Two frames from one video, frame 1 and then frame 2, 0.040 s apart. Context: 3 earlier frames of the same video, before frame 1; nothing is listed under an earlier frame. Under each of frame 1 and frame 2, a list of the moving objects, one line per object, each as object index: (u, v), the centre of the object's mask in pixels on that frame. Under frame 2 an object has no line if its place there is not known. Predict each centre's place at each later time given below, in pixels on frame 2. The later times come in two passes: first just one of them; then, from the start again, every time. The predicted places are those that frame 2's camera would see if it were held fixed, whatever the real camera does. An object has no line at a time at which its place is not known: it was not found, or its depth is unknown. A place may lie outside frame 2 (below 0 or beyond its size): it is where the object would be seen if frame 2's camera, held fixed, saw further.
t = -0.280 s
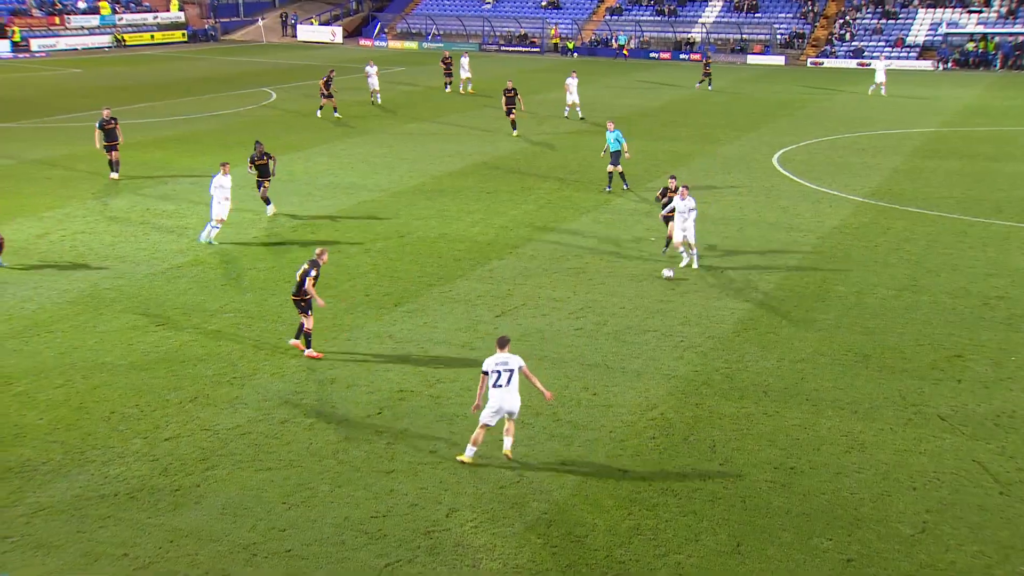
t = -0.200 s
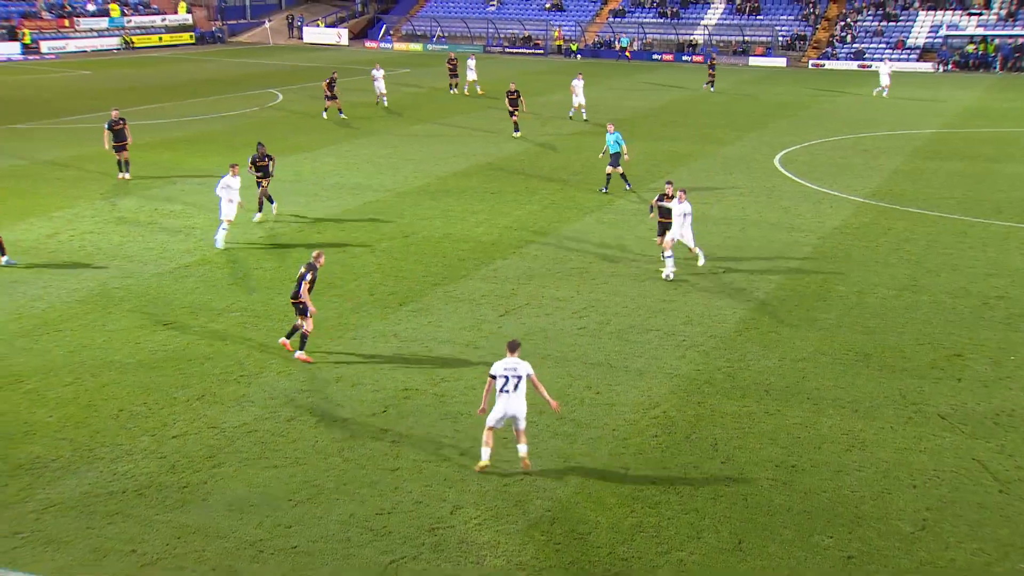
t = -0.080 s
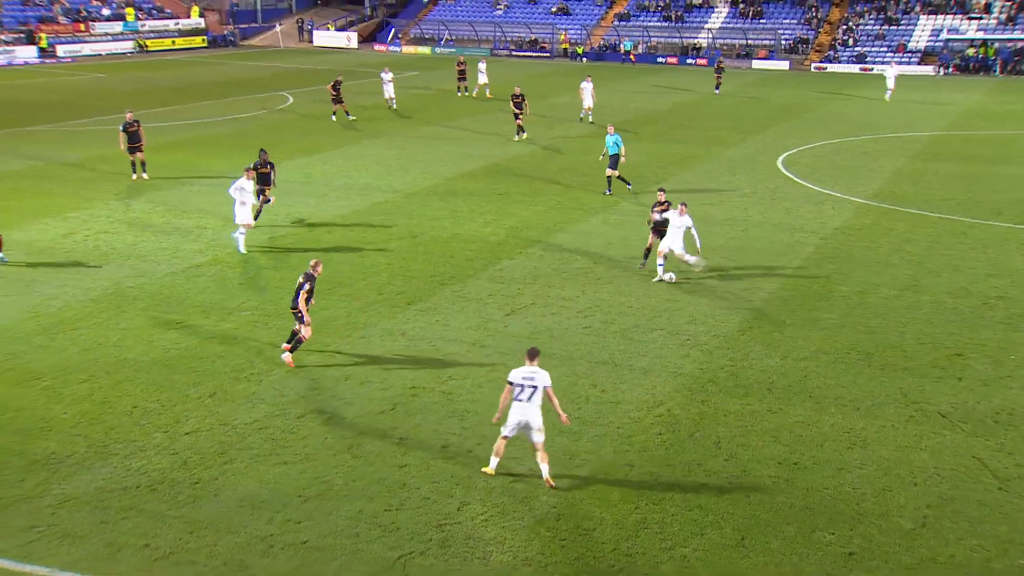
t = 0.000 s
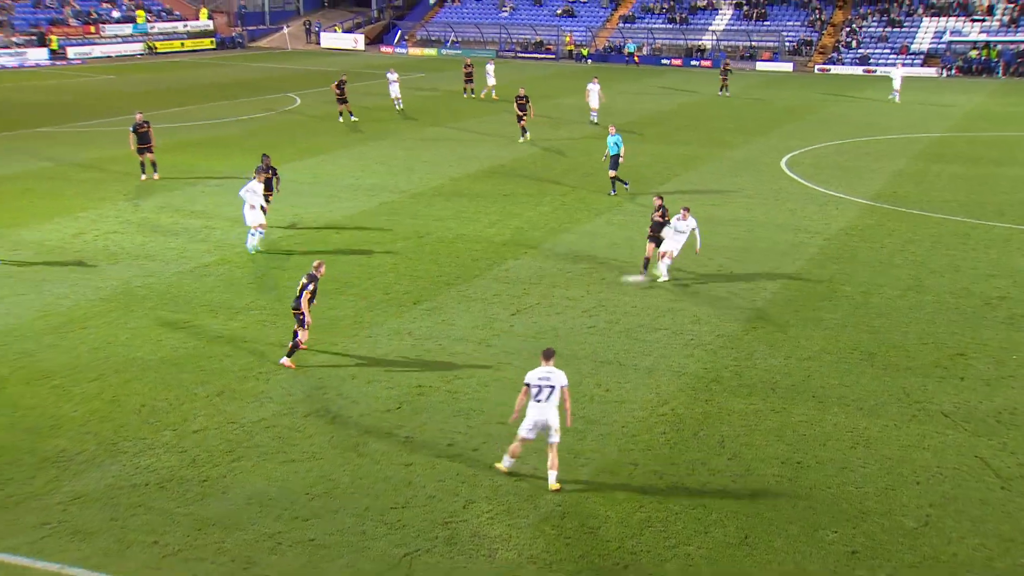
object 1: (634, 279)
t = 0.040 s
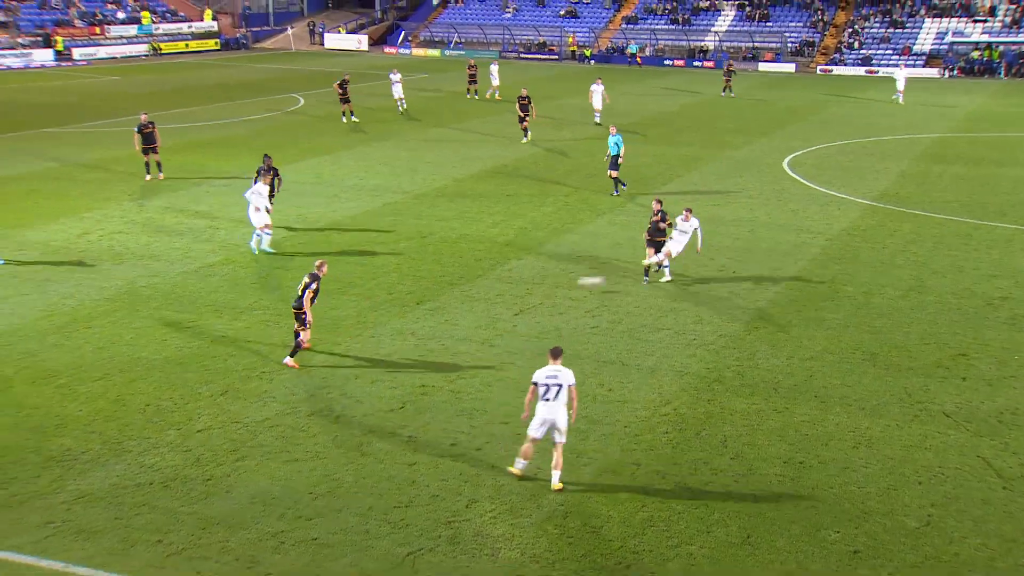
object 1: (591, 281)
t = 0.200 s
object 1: (403, 302)
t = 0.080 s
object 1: (544, 285)
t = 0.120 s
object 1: (498, 290)
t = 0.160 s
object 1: (451, 295)
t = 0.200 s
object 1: (403, 302)
